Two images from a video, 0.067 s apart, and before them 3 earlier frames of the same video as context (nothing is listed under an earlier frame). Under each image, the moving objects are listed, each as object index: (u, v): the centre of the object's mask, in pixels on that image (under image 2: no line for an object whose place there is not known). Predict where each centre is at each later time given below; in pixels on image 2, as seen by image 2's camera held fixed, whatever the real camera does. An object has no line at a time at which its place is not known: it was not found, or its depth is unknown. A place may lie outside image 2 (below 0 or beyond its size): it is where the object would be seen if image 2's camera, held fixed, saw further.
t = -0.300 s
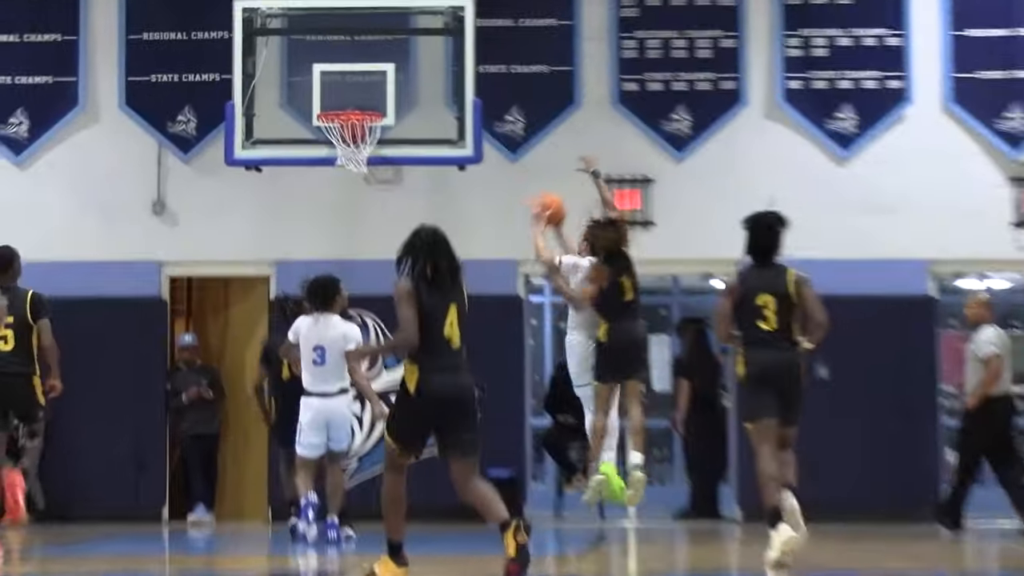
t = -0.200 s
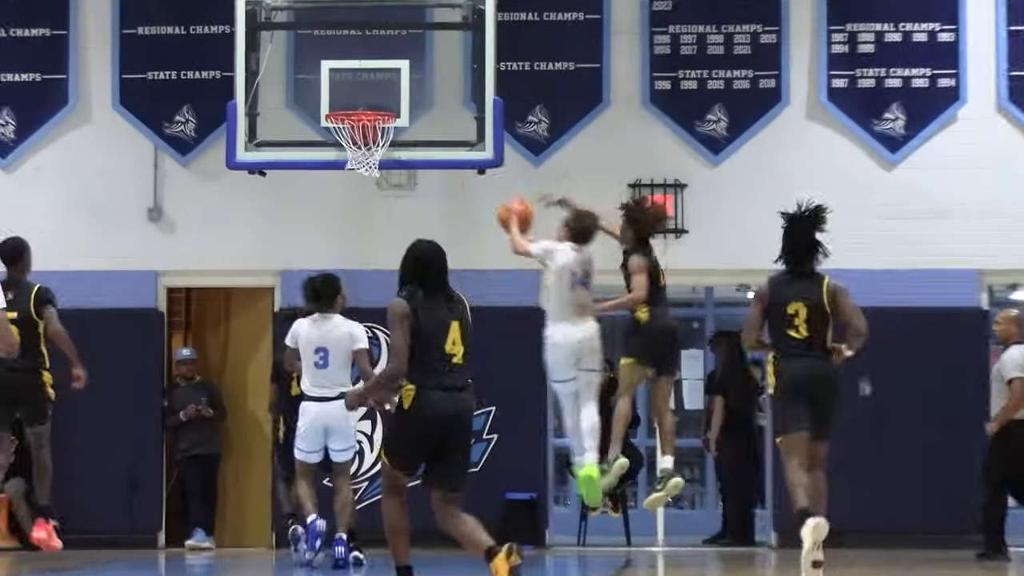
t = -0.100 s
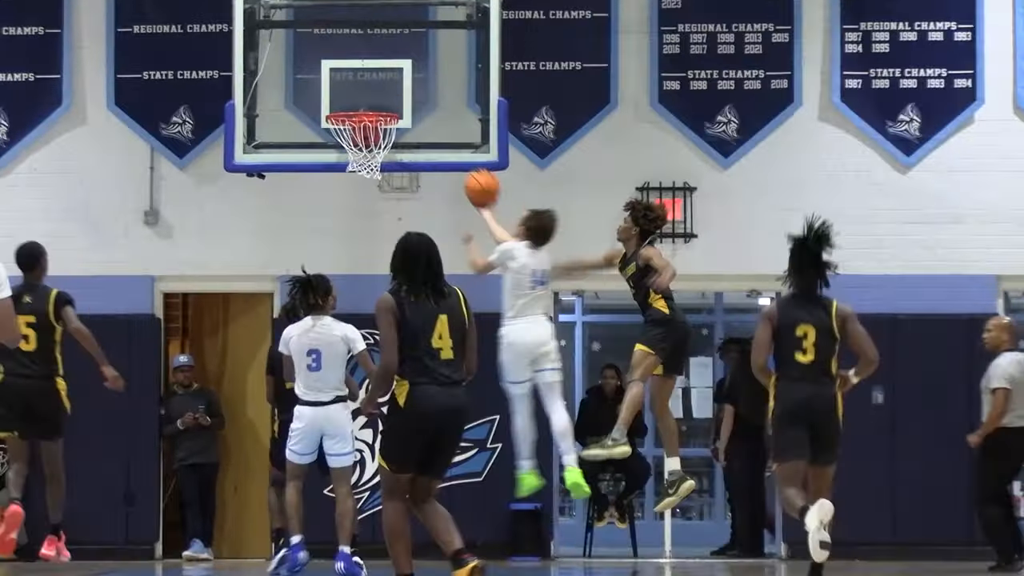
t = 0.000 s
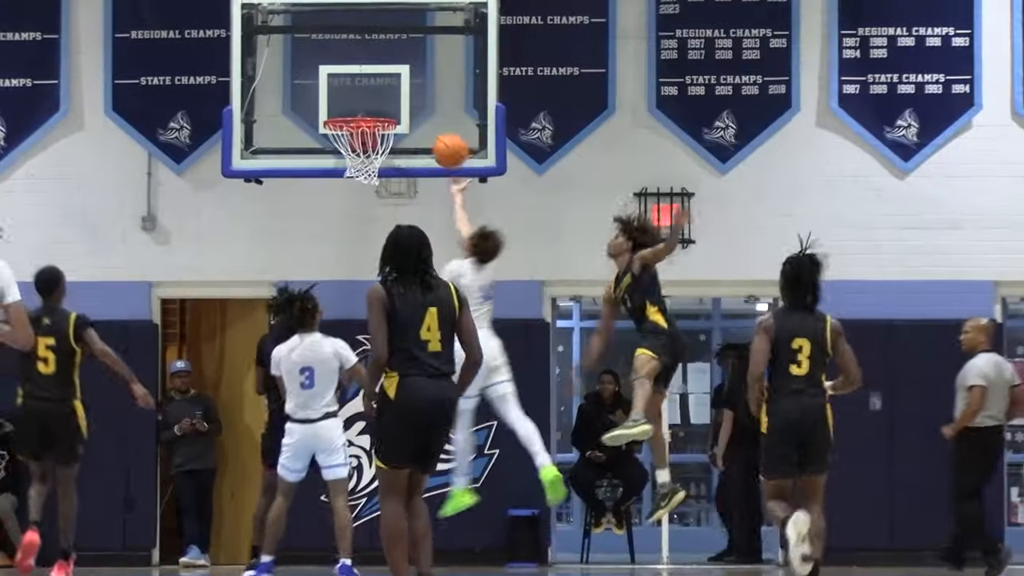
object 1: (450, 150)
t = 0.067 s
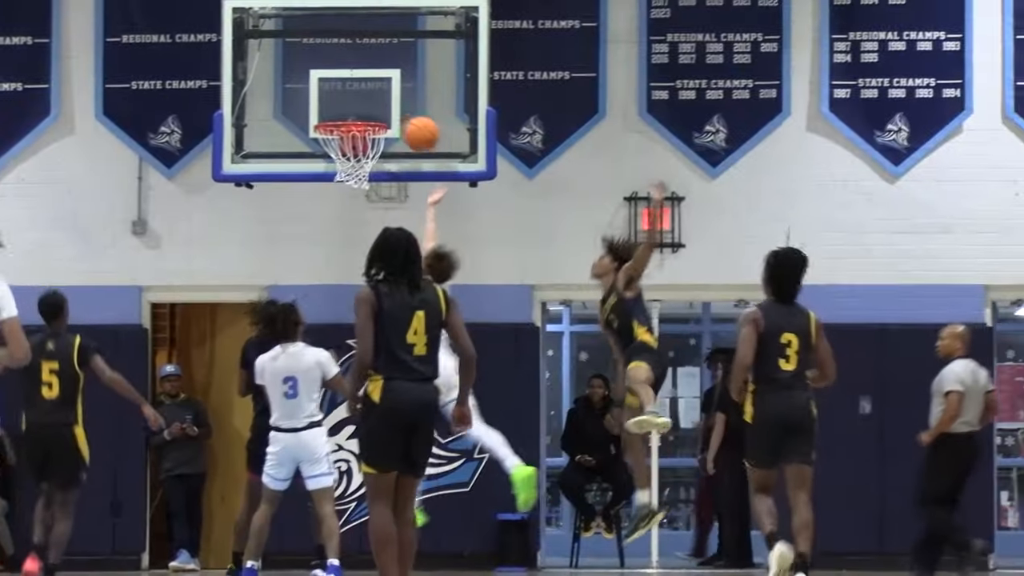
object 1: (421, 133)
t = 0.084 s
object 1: (416, 130)
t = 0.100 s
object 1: (412, 126)
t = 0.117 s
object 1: (407, 123)
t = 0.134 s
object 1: (403, 120)
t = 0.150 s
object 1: (398, 117)
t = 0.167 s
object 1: (395, 115)
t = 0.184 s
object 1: (392, 113)
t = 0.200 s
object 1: (389, 111)
